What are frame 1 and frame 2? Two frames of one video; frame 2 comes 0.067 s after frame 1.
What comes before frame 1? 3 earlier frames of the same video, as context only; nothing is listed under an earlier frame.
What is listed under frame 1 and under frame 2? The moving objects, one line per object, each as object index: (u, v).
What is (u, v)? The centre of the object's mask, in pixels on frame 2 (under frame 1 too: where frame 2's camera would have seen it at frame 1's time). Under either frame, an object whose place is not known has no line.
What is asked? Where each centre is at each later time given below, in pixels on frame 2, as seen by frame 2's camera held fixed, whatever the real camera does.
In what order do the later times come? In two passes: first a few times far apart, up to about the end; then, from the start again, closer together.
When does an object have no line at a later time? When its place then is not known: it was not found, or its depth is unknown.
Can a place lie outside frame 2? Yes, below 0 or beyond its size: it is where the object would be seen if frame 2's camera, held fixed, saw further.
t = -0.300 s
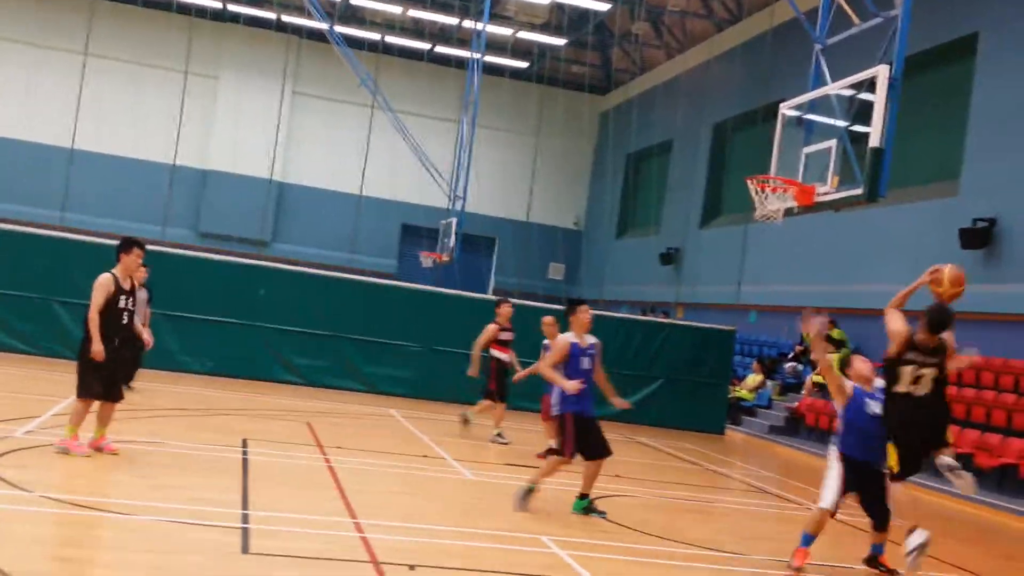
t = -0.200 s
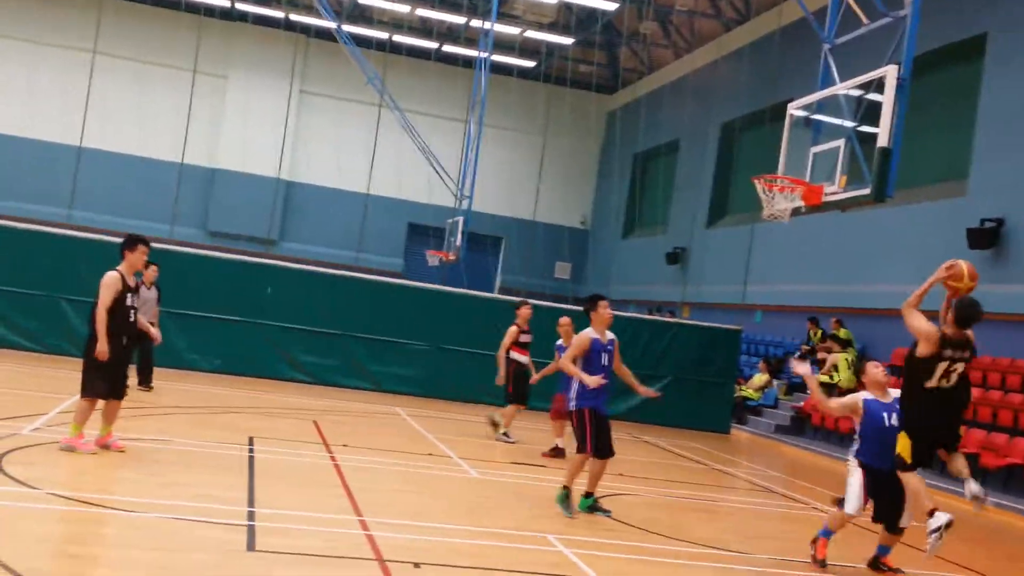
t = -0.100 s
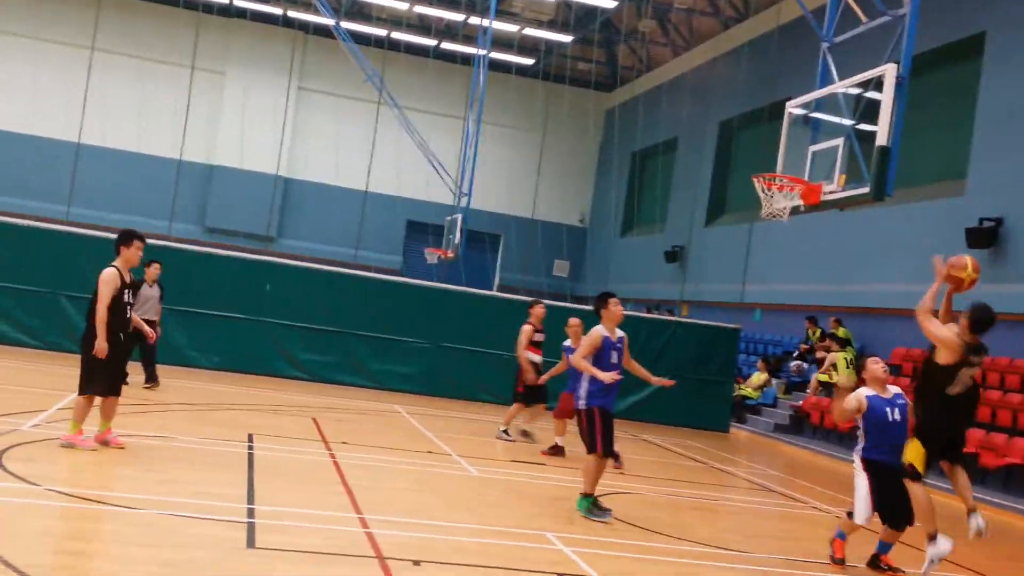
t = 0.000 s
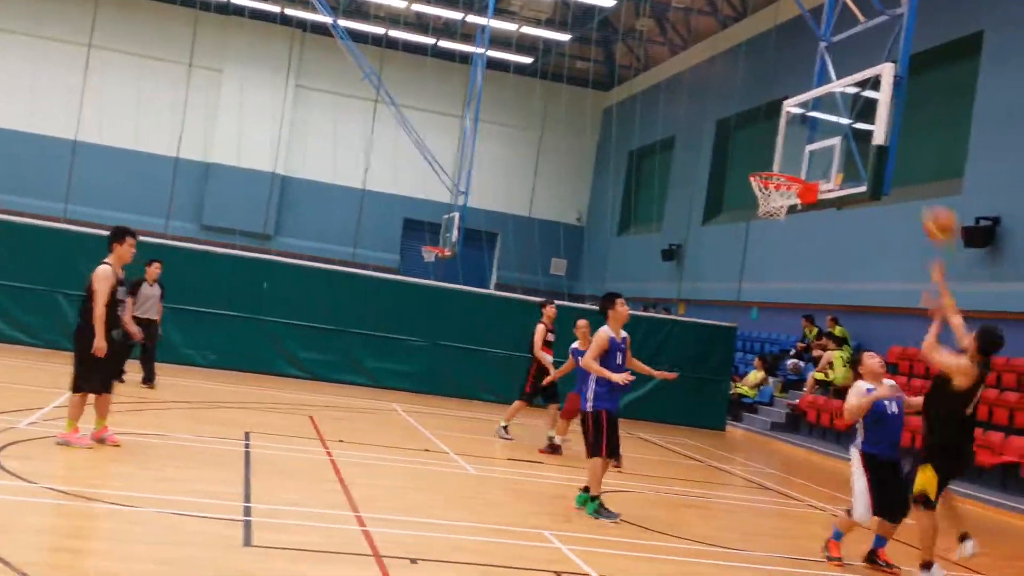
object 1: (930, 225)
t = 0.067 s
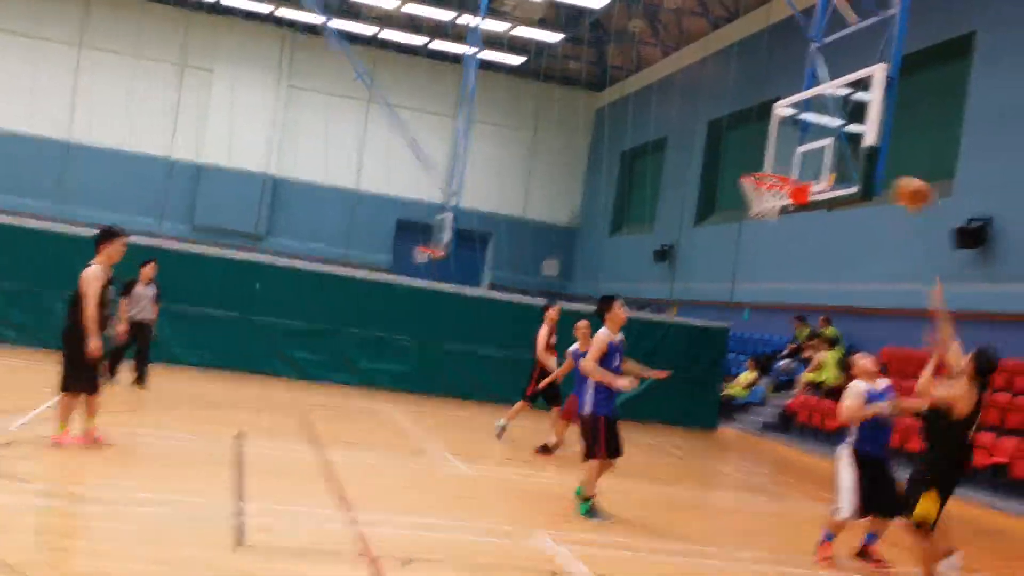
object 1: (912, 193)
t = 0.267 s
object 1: (854, 142)
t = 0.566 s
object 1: (774, 155)
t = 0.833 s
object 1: (782, 155)
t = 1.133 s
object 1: (769, 150)
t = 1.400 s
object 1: (772, 162)
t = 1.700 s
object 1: (767, 228)
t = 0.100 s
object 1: (904, 181)
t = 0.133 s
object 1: (895, 169)
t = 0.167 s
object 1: (886, 160)
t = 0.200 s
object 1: (878, 150)
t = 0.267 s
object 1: (854, 142)
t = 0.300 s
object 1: (846, 139)
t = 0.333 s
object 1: (837, 136)
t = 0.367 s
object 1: (826, 136)
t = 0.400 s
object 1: (818, 136)
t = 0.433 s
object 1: (810, 136)
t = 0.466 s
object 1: (802, 139)
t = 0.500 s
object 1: (791, 143)
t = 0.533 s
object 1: (781, 148)
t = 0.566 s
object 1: (774, 155)
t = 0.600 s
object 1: (766, 162)
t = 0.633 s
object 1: (757, 166)
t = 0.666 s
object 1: (761, 168)
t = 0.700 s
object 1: (770, 168)
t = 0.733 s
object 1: (779, 169)
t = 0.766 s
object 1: (784, 167)
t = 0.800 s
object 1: (783, 161)
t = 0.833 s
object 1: (782, 155)
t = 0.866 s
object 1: (782, 150)
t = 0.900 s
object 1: (781, 145)
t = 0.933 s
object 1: (781, 143)
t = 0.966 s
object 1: (780, 141)
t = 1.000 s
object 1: (778, 141)
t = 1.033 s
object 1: (777, 142)
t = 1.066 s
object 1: (774, 143)
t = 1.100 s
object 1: (772, 146)
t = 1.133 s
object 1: (769, 150)
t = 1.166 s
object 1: (767, 156)
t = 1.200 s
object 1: (766, 162)
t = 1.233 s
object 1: (766, 162)
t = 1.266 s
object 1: (768, 159)
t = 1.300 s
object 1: (768, 159)
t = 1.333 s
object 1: (769, 159)
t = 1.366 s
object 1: (772, 160)
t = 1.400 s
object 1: (772, 162)
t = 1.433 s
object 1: (772, 164)
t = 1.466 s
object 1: (772, 167)
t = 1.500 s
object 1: (774, 171)
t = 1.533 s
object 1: (772, 187)
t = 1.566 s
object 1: (773, 193)
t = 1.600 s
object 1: (775, 202)
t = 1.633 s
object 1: (771, 215)
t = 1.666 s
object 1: (769, 222)
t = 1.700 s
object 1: (767, 228)
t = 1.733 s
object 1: (765, 235)
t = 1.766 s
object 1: (762, 245)
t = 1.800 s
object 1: (760, 256)
